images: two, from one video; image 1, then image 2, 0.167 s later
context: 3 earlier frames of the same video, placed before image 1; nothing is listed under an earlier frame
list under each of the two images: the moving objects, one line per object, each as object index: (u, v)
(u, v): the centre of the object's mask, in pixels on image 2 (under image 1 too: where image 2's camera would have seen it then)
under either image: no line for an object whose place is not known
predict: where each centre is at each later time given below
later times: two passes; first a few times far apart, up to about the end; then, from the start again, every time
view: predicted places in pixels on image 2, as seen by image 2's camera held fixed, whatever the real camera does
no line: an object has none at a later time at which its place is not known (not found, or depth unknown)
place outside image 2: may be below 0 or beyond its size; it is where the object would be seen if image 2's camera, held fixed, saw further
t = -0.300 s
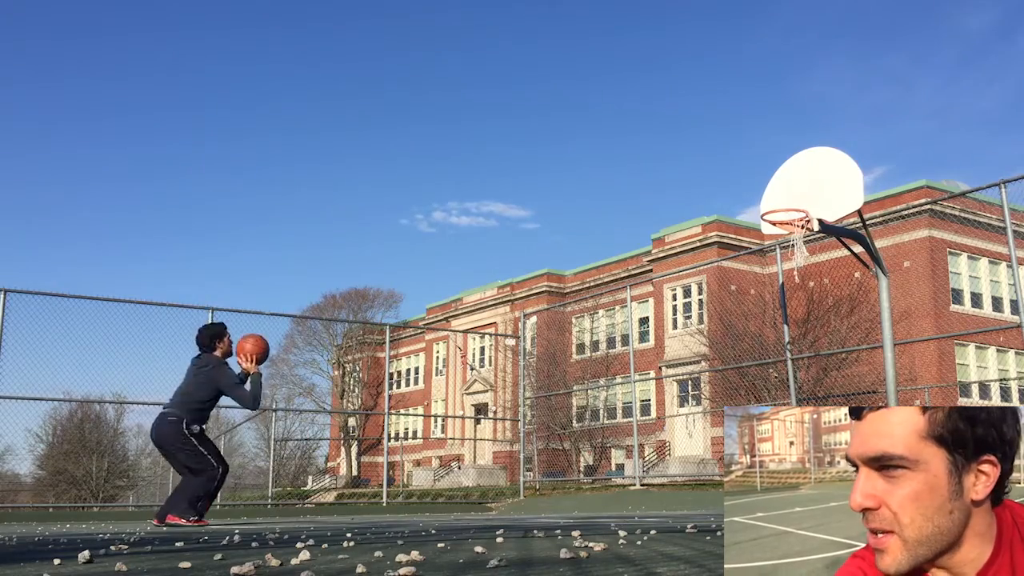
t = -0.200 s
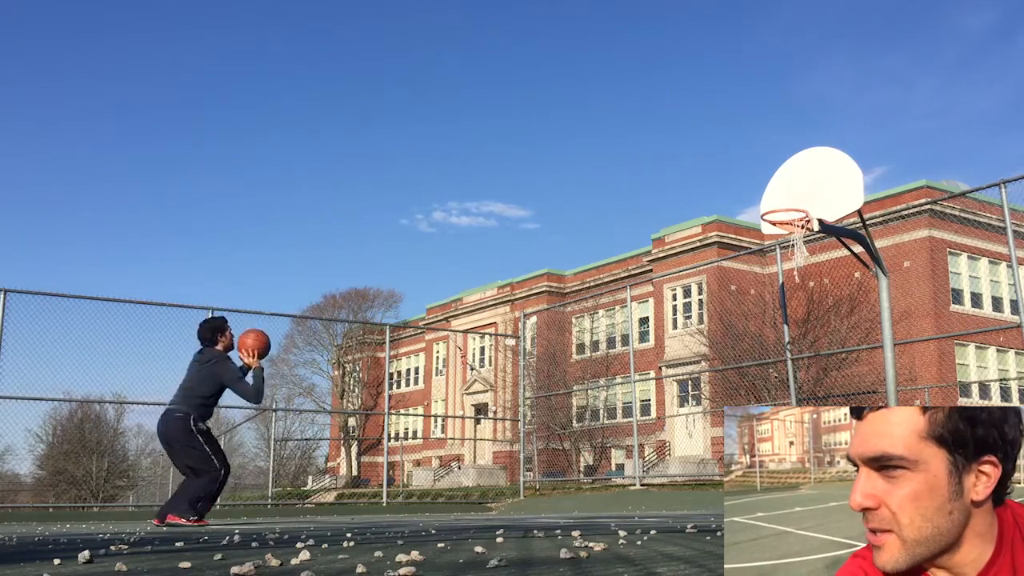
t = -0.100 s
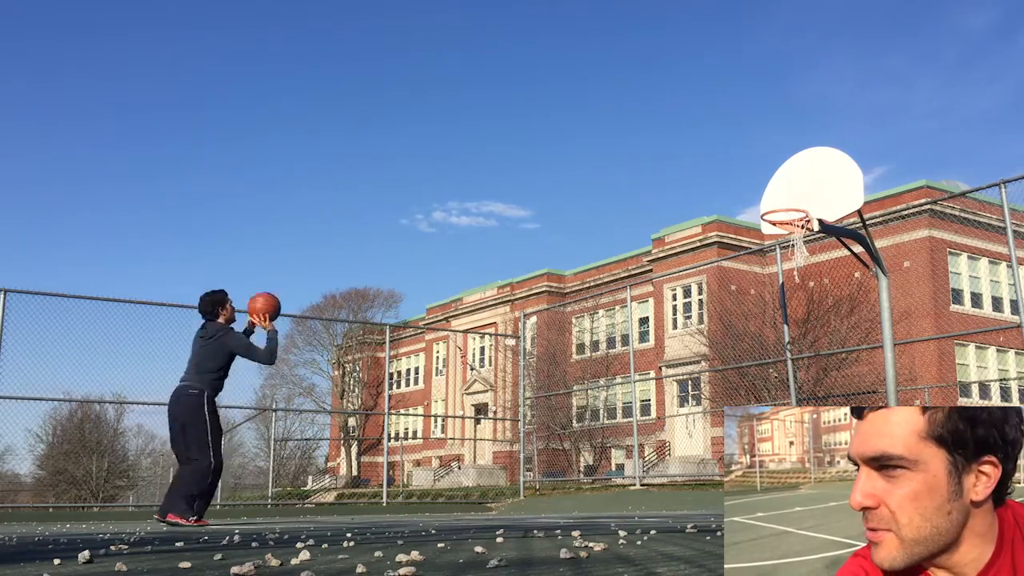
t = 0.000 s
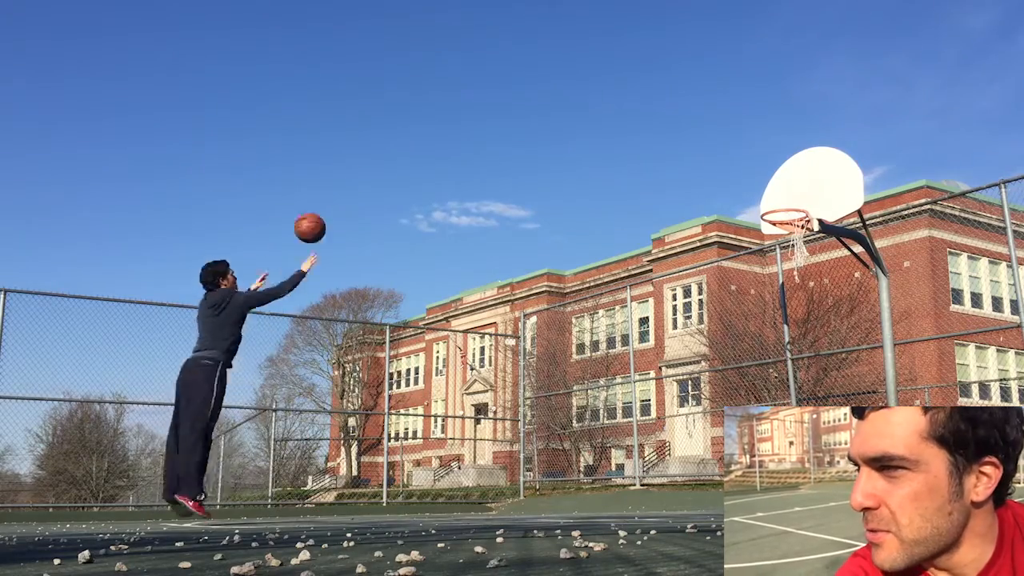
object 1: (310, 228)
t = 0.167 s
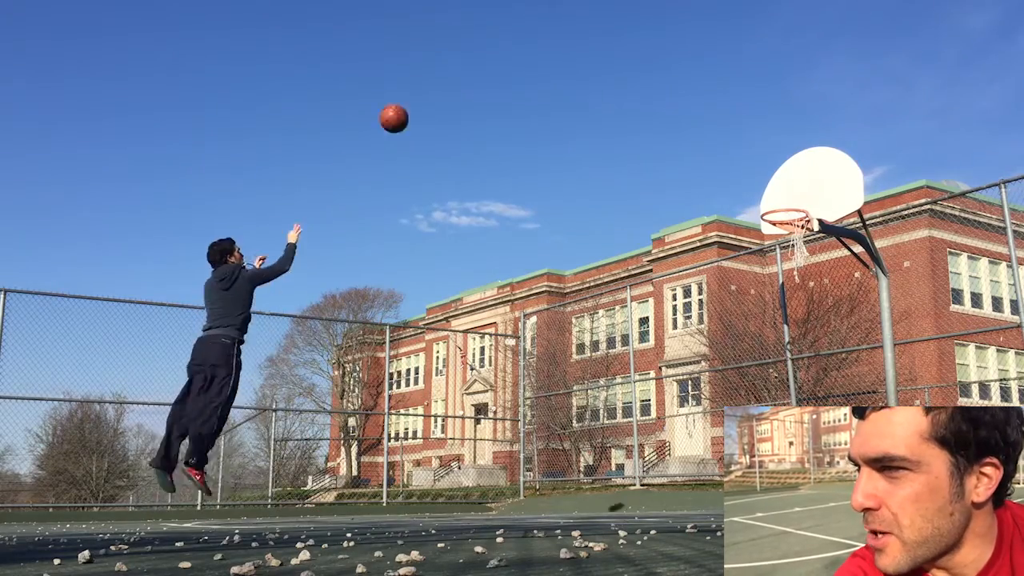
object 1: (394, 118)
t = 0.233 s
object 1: (424, 87)
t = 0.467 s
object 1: (518, 20)
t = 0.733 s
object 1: (608, 15)
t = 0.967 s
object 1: (679, 61)
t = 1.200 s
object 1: (745, 149)
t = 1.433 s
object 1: (795, 169)
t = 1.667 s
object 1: (835, 106)
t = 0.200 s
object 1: (409, 102)
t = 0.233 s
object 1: (424, 87)
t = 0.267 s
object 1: (438, 73)
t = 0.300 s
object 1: (452, 61)
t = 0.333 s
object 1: (466, 50)
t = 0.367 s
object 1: (480, 41)
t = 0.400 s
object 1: (493, 33)
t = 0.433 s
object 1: (506, 26)
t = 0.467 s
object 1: (518, 20)
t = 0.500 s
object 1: (530, 15)
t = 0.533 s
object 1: (542, 12)
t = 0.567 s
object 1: (553, 11)
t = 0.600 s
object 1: (564, 10)
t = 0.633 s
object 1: (576, 10)
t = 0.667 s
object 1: (586, 11)
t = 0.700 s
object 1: (598, 12)
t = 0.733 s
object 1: (608, 15)
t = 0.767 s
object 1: (619, 19)
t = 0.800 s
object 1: (629, 23)
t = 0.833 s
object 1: (639, 29)
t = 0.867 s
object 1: (649, 36)
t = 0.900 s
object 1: (659, 43)
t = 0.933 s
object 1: (669, 51)
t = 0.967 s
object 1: (679, 61)
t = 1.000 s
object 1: (688, 70)
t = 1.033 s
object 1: (698, 82)
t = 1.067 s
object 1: (708, 94)
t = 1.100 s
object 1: (717, 107)
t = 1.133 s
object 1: (727, 120)
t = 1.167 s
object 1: (736, 134)
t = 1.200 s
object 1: (745, 149)
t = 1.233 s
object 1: (754, 165)
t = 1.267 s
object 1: (763, 182)
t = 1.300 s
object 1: (772, 199)
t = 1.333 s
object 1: (780, 208)
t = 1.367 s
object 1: (785, 194)
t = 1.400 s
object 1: (790, 181)
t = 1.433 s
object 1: (795, 169)
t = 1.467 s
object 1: (801, 157)
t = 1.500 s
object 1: (806, 146)
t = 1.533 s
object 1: (812, 137)
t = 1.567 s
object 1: (817, 127)
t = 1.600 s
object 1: (823, 120)
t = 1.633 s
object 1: (829, 113)
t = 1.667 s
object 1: (835, 106)
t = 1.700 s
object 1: (841, 100)
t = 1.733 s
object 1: (848, 96)
